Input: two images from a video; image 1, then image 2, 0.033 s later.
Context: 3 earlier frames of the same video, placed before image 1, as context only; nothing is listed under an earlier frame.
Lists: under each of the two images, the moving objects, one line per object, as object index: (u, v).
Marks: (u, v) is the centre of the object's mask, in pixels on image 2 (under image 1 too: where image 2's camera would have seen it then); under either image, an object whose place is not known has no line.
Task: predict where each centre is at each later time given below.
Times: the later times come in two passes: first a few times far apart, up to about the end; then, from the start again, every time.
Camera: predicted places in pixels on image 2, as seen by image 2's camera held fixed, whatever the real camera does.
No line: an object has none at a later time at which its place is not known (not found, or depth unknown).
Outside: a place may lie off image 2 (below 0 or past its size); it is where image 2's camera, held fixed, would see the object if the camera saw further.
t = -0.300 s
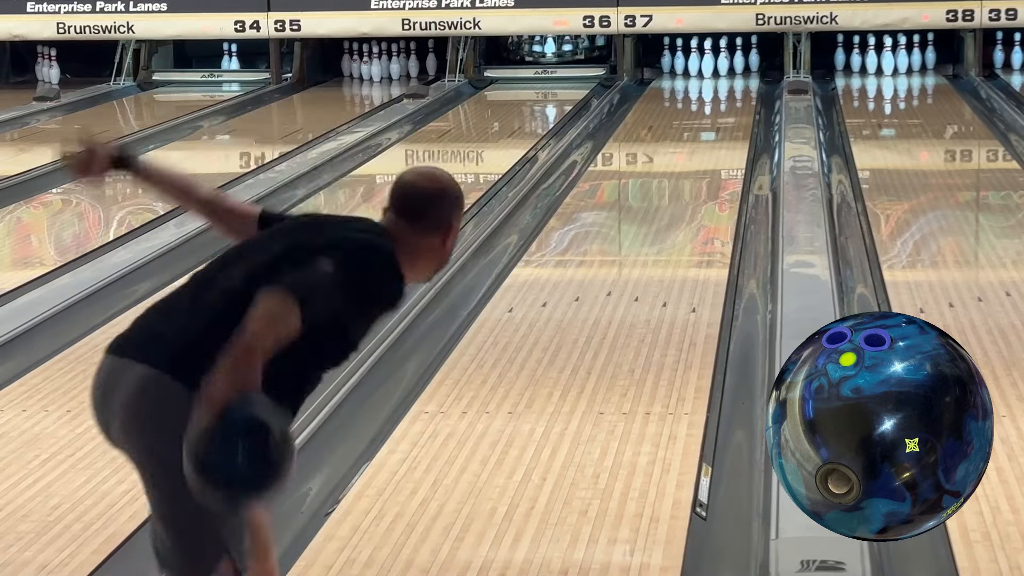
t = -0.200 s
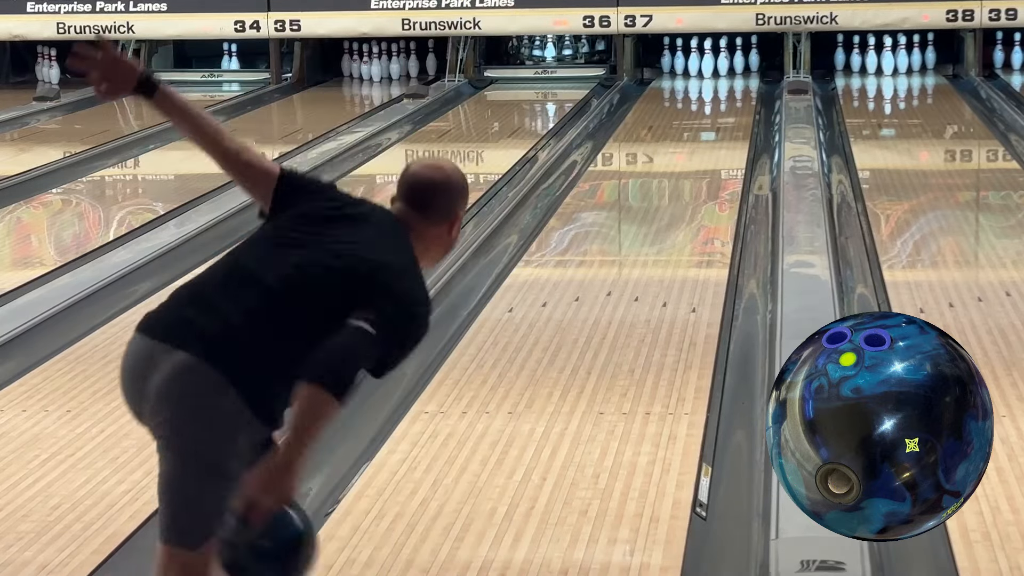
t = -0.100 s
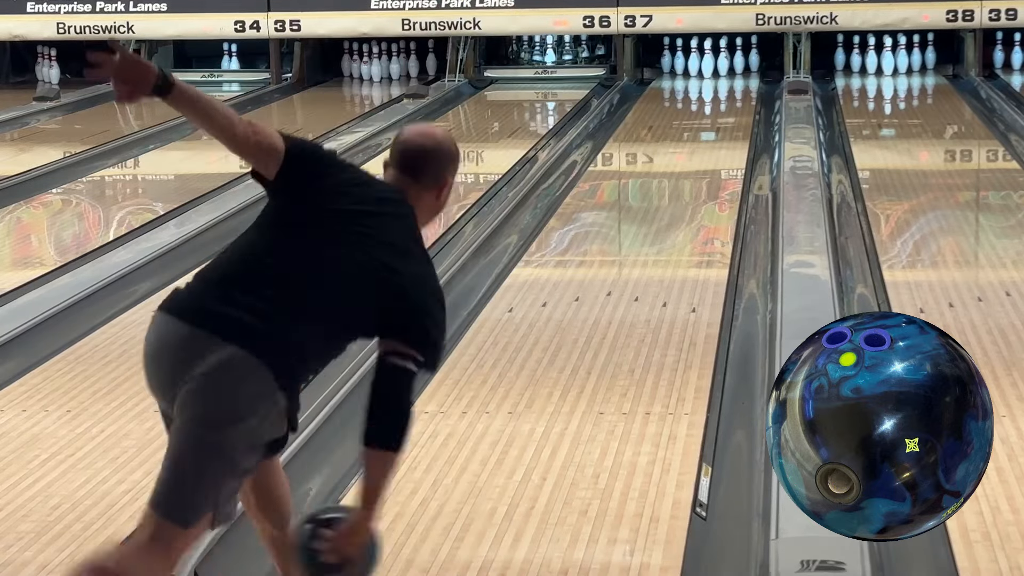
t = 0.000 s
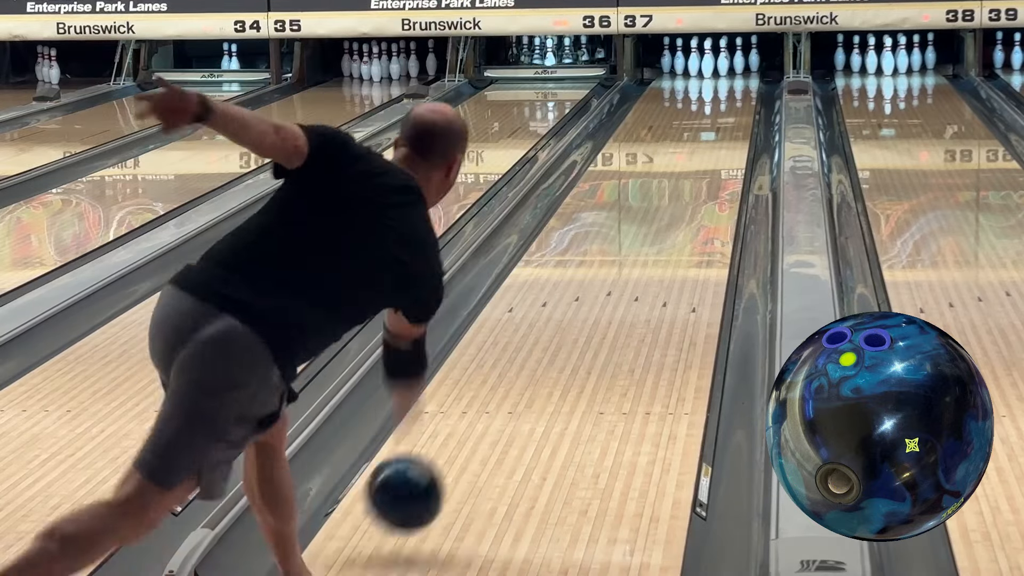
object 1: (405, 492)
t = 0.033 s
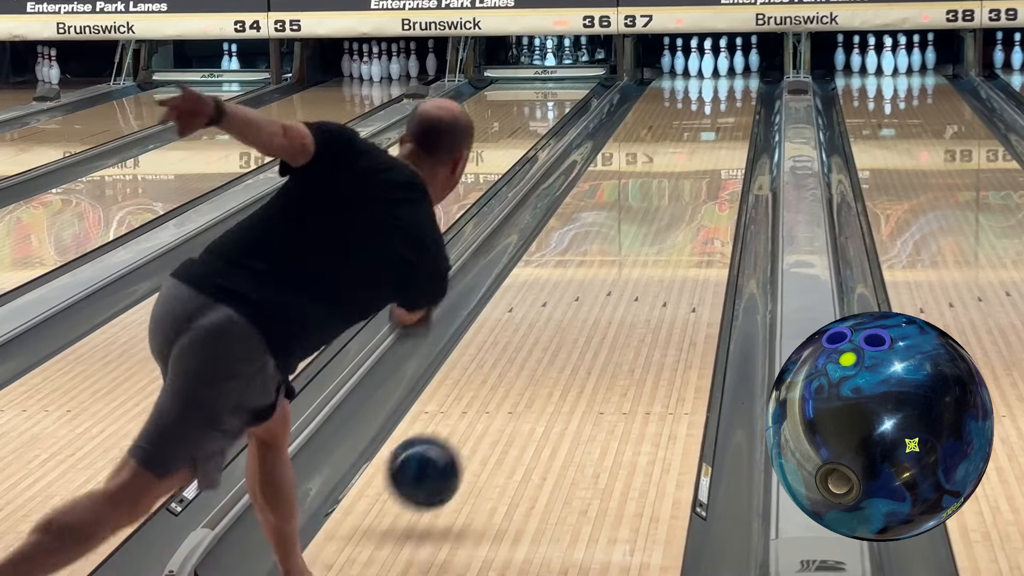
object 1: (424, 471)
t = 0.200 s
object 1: (504, 406)
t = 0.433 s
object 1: (581, 316)
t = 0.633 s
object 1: (626, 261)
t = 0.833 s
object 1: (660, 220)
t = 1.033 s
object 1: (686, 186)
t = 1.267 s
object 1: (710, 155)
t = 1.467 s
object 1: (724, 134)
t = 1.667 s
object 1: (733, 116)
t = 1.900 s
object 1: (737, 99)
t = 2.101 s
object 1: (734, 87)
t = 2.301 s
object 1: (724, 78)
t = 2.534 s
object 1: (716, 68)
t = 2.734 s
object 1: (715, 63)
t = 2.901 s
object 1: (716, 61)
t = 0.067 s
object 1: (442, 456)
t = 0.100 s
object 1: (460, 444)
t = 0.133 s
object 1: (476, 437)
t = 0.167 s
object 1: (490, 422)
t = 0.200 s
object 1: (504, 406)
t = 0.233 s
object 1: (517, 391)
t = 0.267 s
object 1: (529, 377)
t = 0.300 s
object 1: (541, 363)
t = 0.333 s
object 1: (551, 351)
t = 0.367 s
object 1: (562, 339)
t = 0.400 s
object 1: (571, 327)
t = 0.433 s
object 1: (581, 316)
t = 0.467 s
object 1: (589, 306)
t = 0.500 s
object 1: (597, 296)
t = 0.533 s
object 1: (605, 287)
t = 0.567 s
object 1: (612, 278)
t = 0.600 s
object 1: (619, 269)
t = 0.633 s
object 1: (626, 261)
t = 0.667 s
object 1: (632, 253)
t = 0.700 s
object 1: (638, 246)
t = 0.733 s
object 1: (644, 239)
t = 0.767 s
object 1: (650, 232)
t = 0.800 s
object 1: (655, 226)
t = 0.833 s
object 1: (660, 220)
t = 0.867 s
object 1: (665, 214)
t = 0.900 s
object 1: (670, 208)
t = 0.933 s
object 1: (674, 202)
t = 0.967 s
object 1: (678, 197)
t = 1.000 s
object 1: (682, 191)
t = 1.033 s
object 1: (686, 186)
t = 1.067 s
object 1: (690, 182)
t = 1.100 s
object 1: (694, 177)
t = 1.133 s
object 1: (697, 172)
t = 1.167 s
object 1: (700, 168)
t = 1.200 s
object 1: (704, 164)
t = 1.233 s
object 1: (707, 159)
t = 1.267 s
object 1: (710, 155)
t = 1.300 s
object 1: (712, 151)
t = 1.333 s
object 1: (715, 148)
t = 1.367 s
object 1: (717, 144)
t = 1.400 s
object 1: (720, 141)
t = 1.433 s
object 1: (722, 137)
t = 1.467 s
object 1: (724, 134)
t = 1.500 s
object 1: (726, 131)
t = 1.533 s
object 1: (728, 128)
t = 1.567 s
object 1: (729, 125)
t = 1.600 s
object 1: (731, 123)
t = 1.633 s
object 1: (732, 119)
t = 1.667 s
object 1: (733, 116)
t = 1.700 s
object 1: (735, 114)
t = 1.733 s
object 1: (735, 111)
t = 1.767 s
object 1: (736, 109)
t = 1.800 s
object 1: (737, 107)
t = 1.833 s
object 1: (737, 105)
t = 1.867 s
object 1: (738, 102)
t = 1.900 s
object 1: (737, 99)
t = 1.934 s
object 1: (737, 97)
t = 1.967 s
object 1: (737, 95)
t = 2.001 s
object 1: (736, 93)
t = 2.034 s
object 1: (735, 91)
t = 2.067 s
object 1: (735, 89)
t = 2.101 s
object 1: (734, 87)
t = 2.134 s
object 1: (732, 86)
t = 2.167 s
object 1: (731, 84)
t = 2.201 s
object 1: (729, 82)
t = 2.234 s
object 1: (728, 81)
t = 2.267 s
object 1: (726, 79)
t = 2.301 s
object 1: (724, 78)
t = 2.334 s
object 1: (723, 76)
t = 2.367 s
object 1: (721, 75)
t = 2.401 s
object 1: (720, 73)
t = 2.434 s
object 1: (719, 72)
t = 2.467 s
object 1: (717, 70)
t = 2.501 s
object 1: (716, 69)
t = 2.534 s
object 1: (716, 68)
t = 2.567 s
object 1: (717, 67)
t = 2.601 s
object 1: (716, 66)
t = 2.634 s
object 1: (715, 65)
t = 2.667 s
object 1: (716, 65)
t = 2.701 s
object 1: (716, 64)
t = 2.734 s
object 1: (715, 63)
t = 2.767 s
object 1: (716, 62)
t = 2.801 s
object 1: (718, 62)
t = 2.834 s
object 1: (716, 61)
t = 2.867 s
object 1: (717, 60)
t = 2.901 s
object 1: (716, 61)
